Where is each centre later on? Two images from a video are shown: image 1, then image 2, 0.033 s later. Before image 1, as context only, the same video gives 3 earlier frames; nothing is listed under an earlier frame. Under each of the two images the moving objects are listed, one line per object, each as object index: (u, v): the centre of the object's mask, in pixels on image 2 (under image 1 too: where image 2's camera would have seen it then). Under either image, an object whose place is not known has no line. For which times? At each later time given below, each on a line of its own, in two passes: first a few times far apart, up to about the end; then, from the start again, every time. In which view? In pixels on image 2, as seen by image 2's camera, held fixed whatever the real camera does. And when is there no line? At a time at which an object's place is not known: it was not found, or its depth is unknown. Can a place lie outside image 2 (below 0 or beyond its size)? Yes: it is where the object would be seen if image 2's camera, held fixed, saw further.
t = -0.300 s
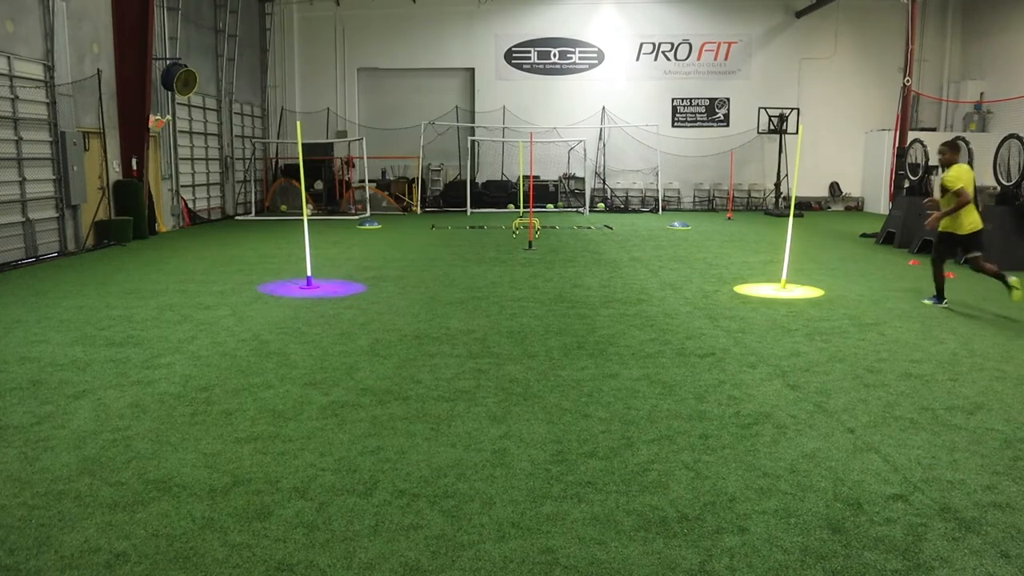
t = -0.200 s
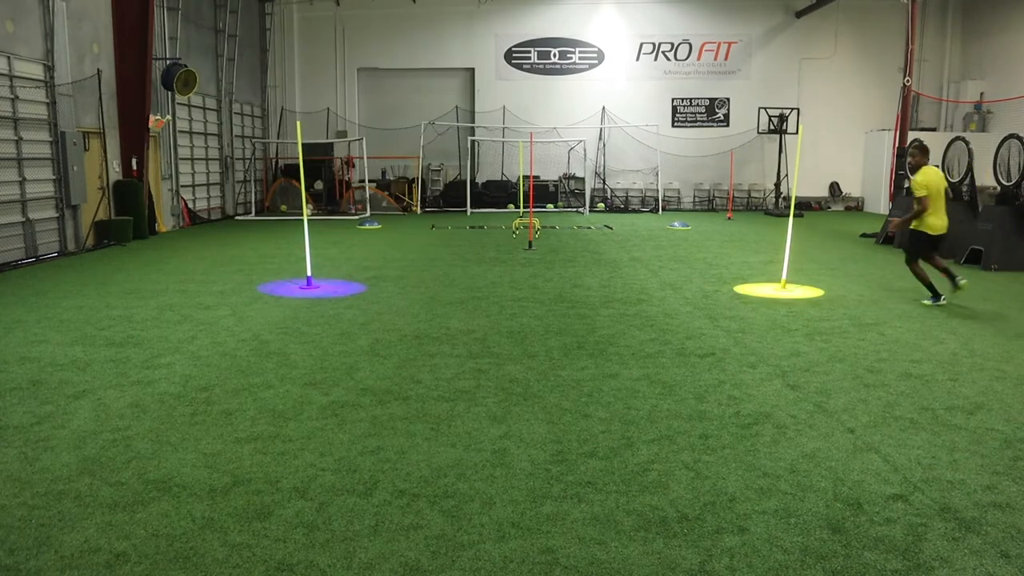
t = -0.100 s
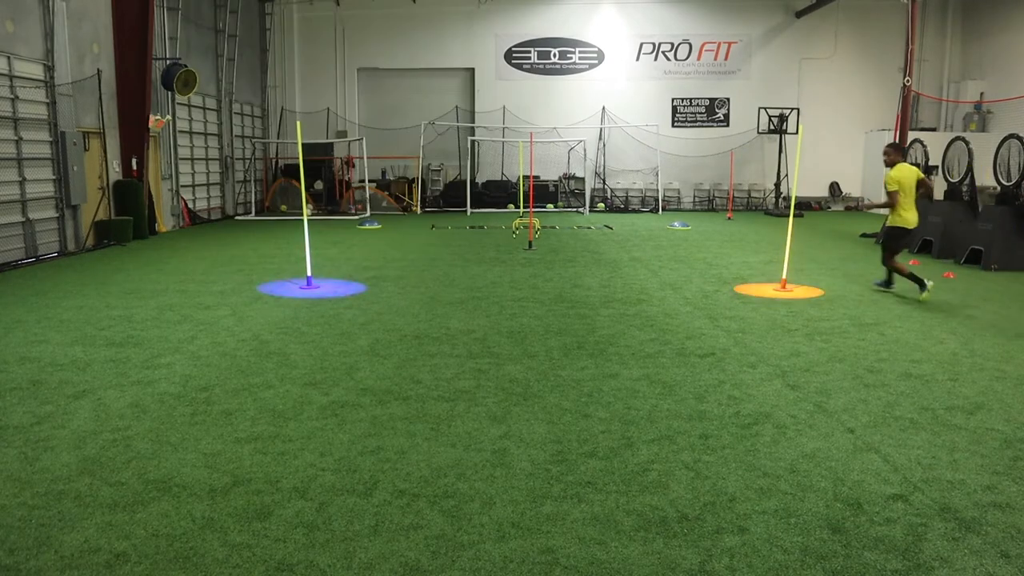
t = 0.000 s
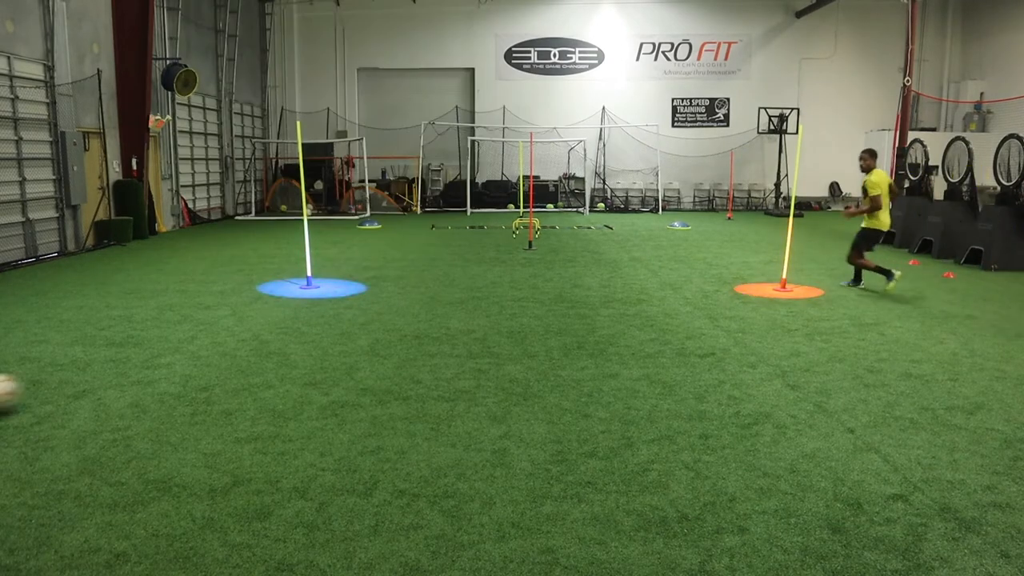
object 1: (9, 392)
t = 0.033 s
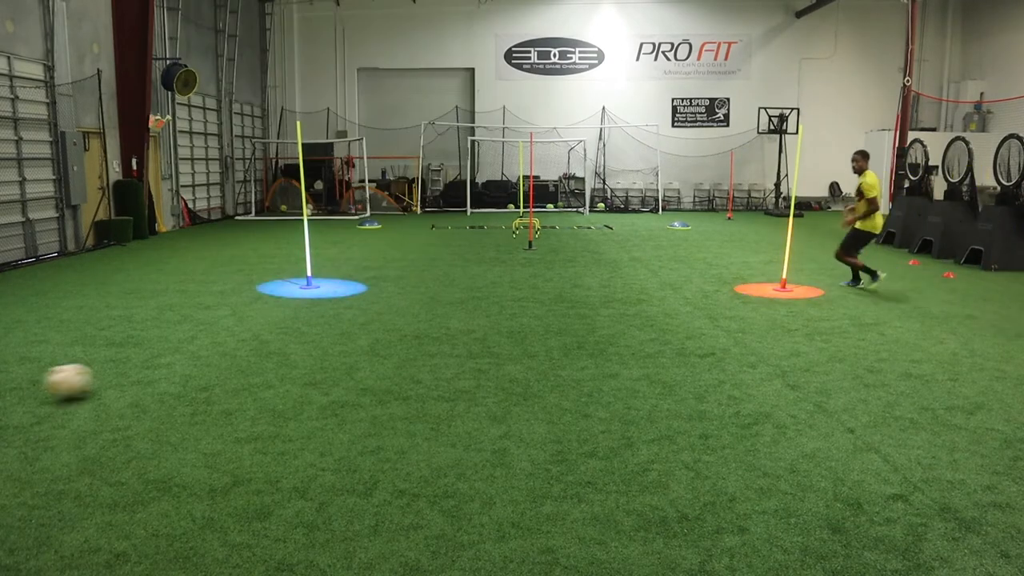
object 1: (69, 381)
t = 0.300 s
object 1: (433, 314)
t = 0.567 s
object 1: (606, 279)
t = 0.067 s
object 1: (133, 372)
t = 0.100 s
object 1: (189, 358)
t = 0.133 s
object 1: (241, 348)
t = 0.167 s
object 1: (288, 341)
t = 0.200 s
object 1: (330, 334)
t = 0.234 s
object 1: (366, 325)
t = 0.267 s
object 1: (401, 318)
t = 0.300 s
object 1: (433, 314)
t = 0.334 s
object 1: (461, 310)
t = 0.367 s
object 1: (486, 302)
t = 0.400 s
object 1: (510, 295)
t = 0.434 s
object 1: (532, 291)
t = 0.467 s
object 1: (553, 288)
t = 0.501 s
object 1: (572, 286)
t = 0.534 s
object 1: (591, 285)
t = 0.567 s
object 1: (606, 279)
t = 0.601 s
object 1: (620, 274)
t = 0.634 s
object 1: (634, 270)
